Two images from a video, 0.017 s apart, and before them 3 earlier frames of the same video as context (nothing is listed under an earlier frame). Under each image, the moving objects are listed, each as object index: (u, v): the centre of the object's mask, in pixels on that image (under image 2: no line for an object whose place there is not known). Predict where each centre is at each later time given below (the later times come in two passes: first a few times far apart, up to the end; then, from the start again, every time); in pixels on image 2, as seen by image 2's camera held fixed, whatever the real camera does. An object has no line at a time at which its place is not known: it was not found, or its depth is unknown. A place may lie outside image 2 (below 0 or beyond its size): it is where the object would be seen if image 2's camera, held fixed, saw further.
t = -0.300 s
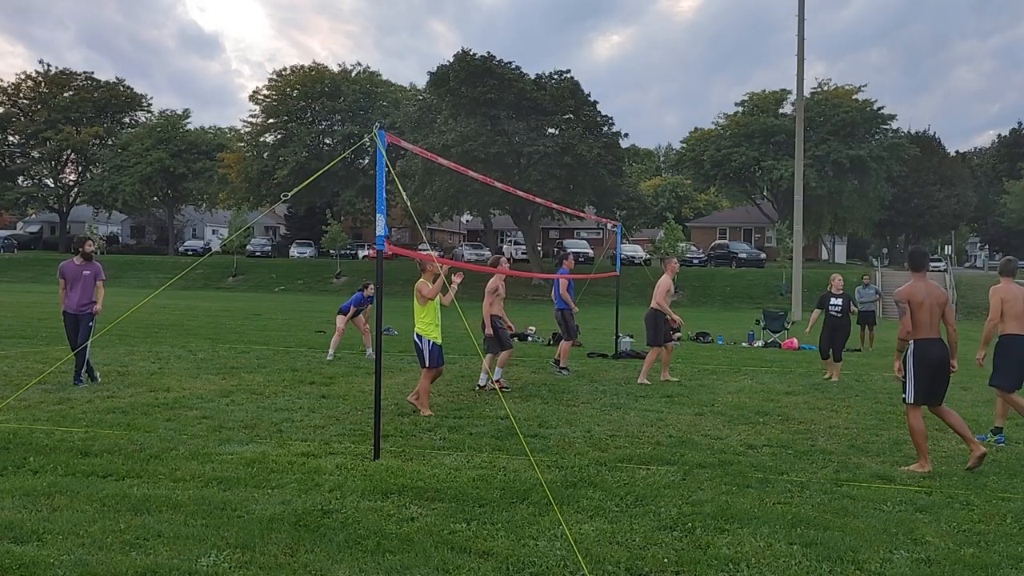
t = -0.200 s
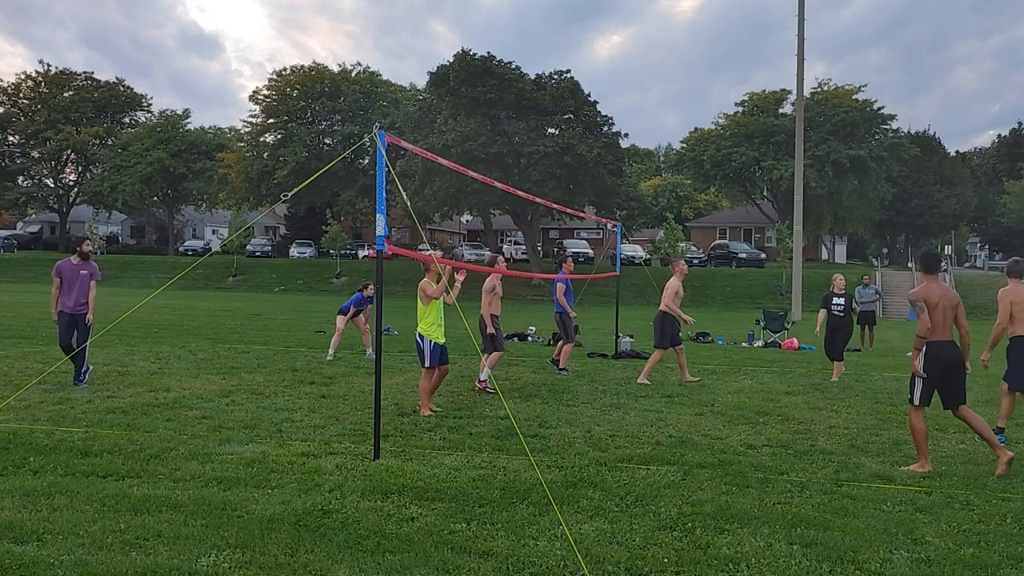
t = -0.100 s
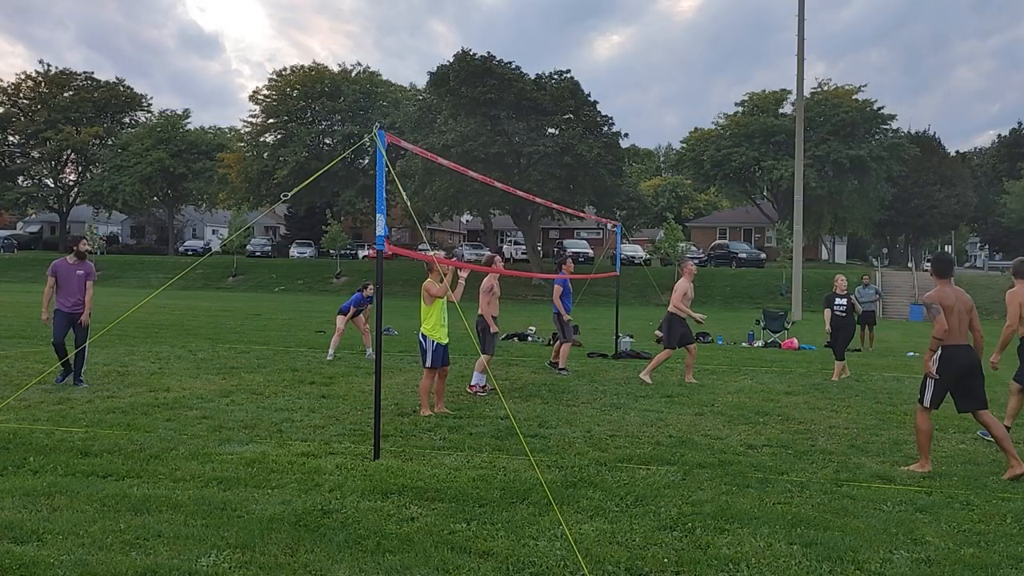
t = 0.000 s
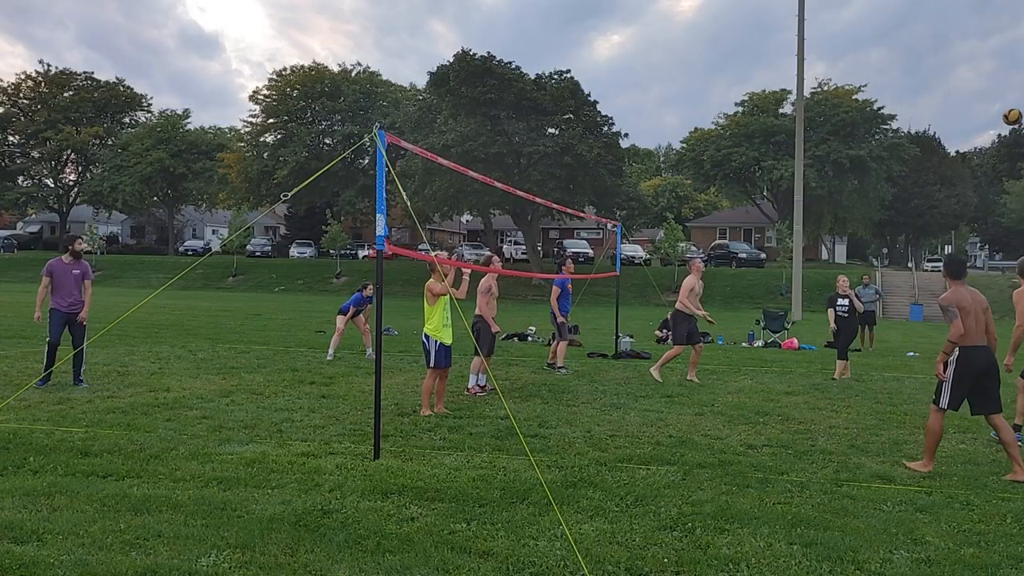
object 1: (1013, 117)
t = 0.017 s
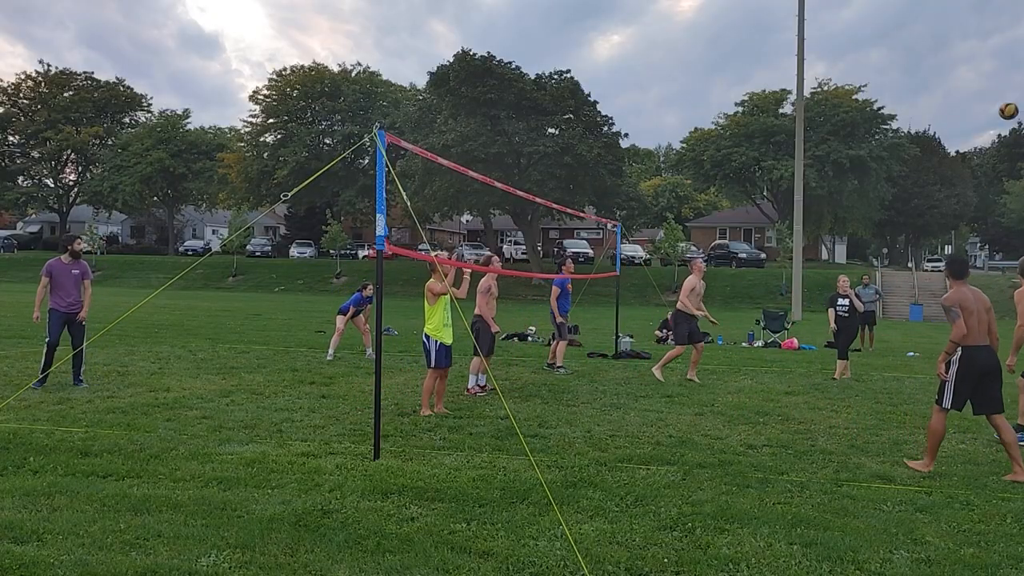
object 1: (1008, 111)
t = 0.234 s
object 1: (959, 56)
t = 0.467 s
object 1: (906, 40)
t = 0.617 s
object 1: (873, 55)
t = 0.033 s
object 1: (1005, 105)
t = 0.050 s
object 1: (1001, 100)
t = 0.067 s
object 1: (997, 94)
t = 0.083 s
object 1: (993, 90)
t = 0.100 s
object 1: (989, 85)
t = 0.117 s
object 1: (986, 81)
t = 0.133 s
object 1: (982, 76)
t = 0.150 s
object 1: (978, 72)
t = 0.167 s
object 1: (974, 69)
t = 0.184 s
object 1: (970, 65)
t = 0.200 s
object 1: (966, 62)
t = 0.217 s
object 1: (963, 59)
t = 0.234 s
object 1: (959, 56)
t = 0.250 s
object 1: (955, 54)
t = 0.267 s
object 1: (951, 51)
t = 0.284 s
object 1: (948, 49)
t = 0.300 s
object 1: (944, 47)
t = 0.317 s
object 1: (940, 46)
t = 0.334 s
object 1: (936, 44)
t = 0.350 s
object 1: (932, 43)
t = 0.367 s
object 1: (929, 42)
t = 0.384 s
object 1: (925, 41)
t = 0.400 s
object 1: (921, 40)
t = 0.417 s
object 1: (917, 40)
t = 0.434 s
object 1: (914, 40)
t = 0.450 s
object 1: (910, 40)
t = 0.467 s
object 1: (906, 40)
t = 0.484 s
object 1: (902, 41)
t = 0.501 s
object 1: (899, 42)
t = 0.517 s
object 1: (895, 43)
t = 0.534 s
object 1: (891, 45)
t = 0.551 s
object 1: (888, 46)
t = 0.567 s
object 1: (884, 48)
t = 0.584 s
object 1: (880, 50)
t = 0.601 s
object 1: (876, 52)
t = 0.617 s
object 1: (873, 55)
